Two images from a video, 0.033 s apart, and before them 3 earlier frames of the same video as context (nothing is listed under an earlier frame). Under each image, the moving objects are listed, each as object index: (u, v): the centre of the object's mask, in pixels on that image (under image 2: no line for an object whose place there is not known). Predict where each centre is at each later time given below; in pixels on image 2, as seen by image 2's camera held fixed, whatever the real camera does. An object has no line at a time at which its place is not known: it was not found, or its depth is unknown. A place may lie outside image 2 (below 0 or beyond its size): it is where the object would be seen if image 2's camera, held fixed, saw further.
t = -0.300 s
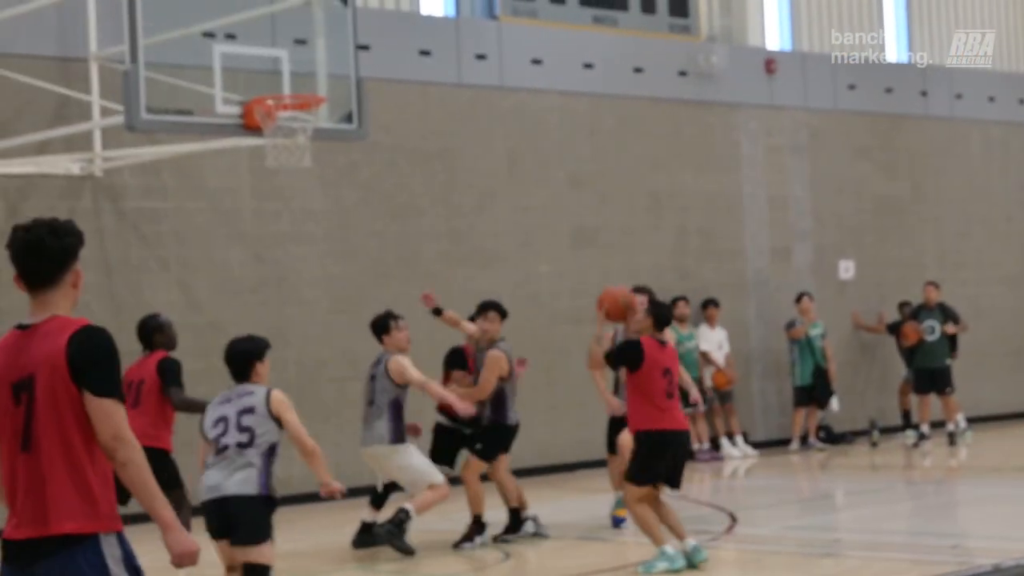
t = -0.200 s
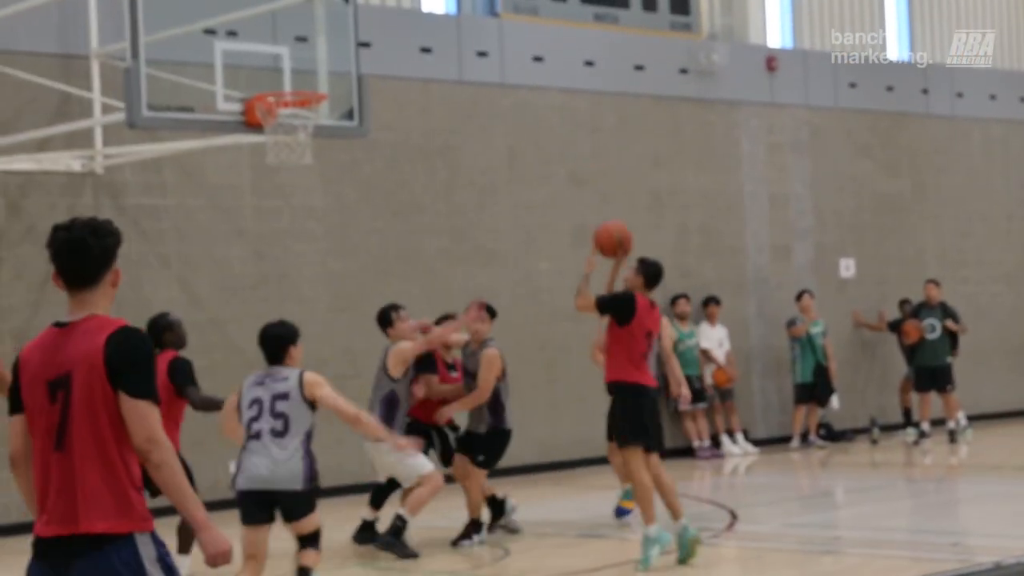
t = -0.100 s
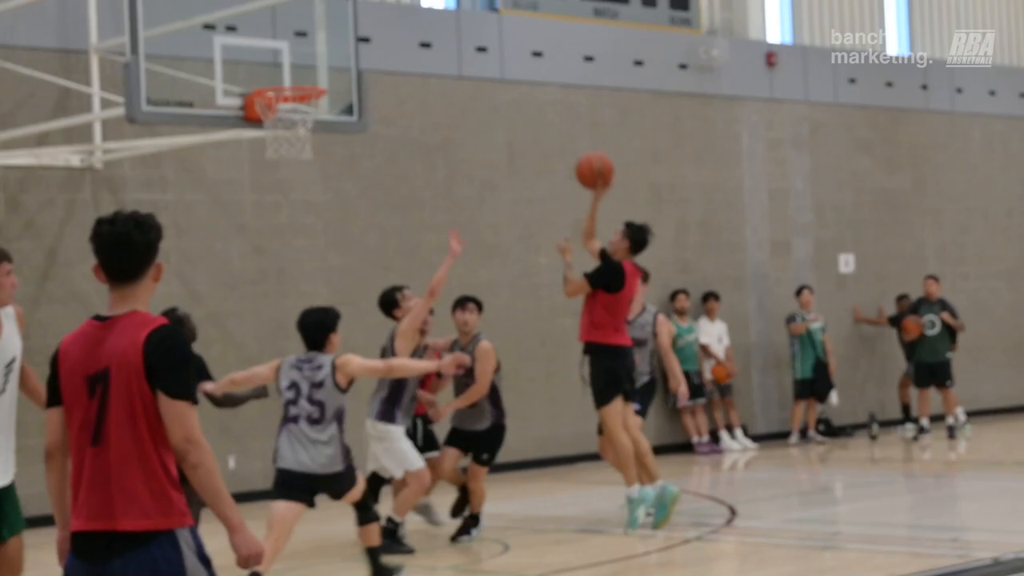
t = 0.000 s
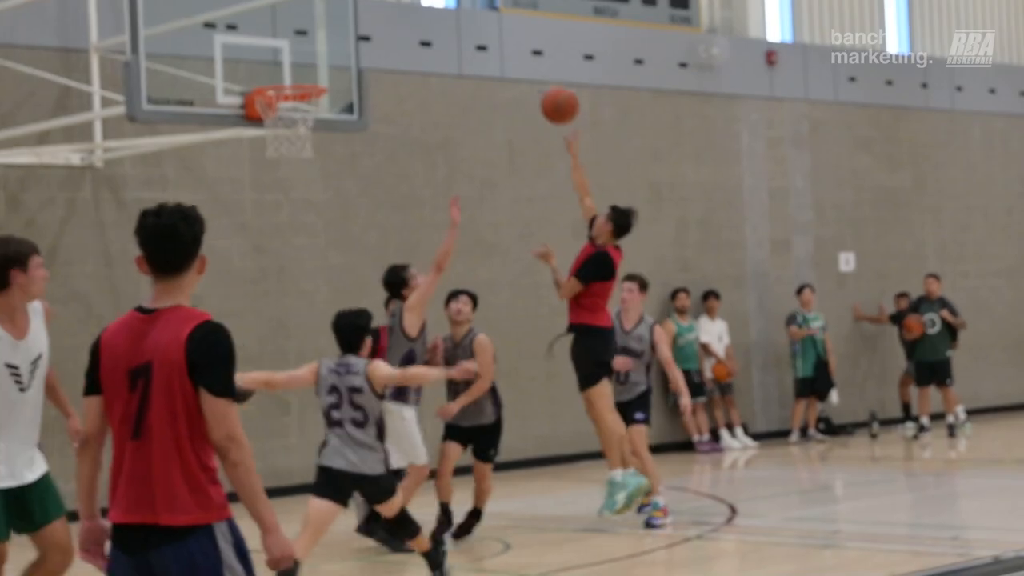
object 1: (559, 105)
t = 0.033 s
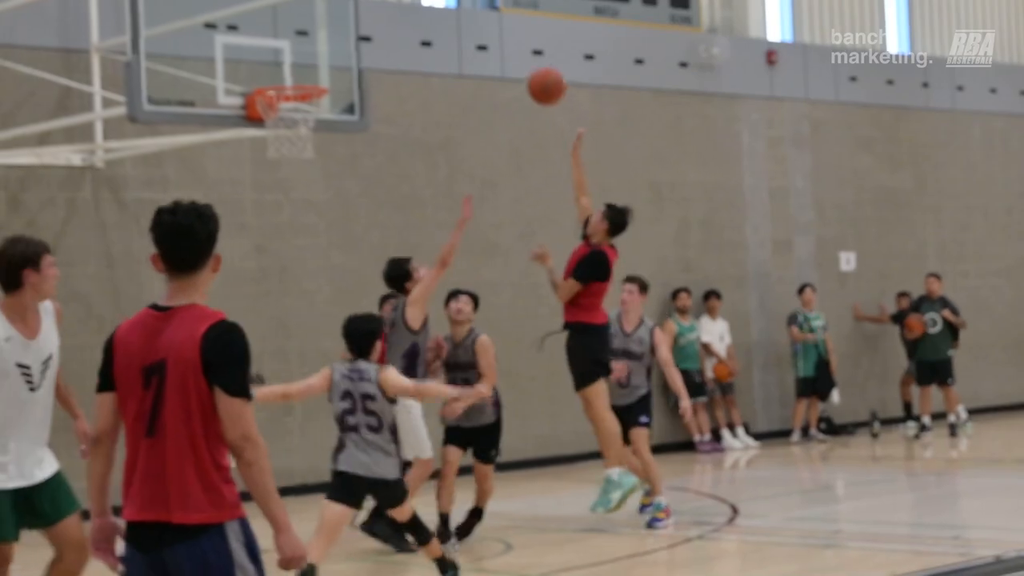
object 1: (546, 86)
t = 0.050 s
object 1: (538, 78)
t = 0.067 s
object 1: (532, 69)
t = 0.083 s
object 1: (524, 62)
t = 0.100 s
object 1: (517, 55)
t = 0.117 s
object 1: (509, 48)
